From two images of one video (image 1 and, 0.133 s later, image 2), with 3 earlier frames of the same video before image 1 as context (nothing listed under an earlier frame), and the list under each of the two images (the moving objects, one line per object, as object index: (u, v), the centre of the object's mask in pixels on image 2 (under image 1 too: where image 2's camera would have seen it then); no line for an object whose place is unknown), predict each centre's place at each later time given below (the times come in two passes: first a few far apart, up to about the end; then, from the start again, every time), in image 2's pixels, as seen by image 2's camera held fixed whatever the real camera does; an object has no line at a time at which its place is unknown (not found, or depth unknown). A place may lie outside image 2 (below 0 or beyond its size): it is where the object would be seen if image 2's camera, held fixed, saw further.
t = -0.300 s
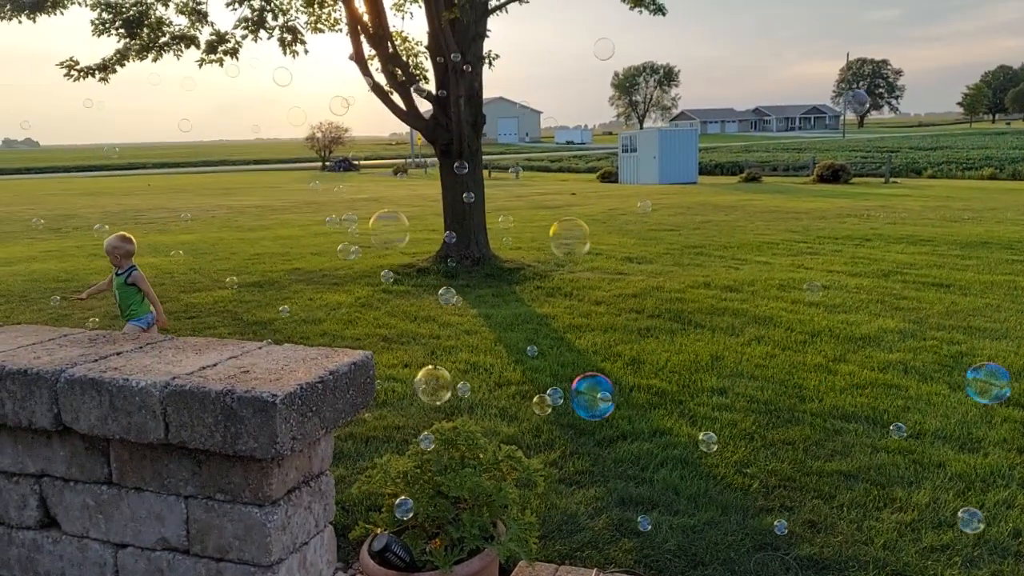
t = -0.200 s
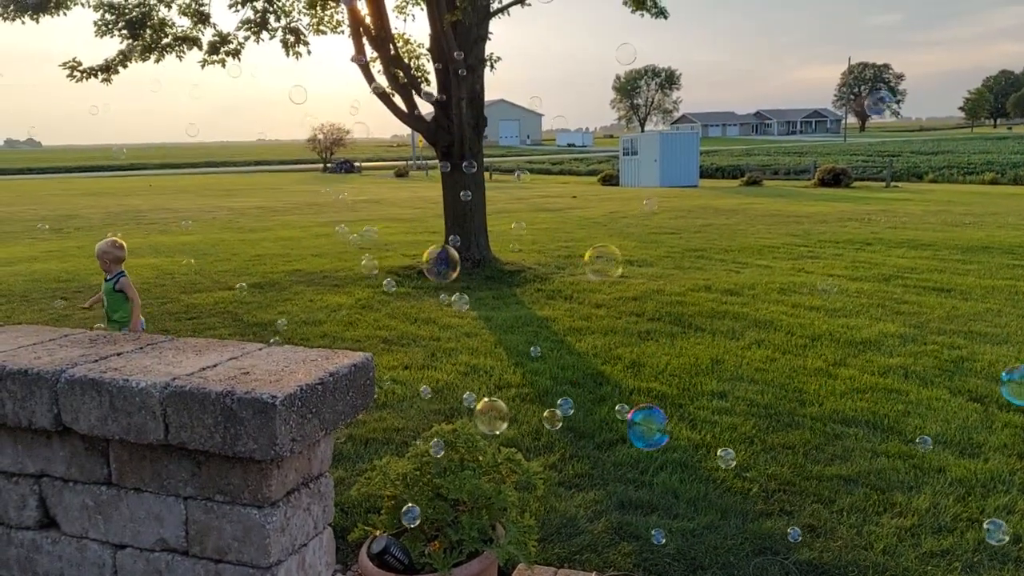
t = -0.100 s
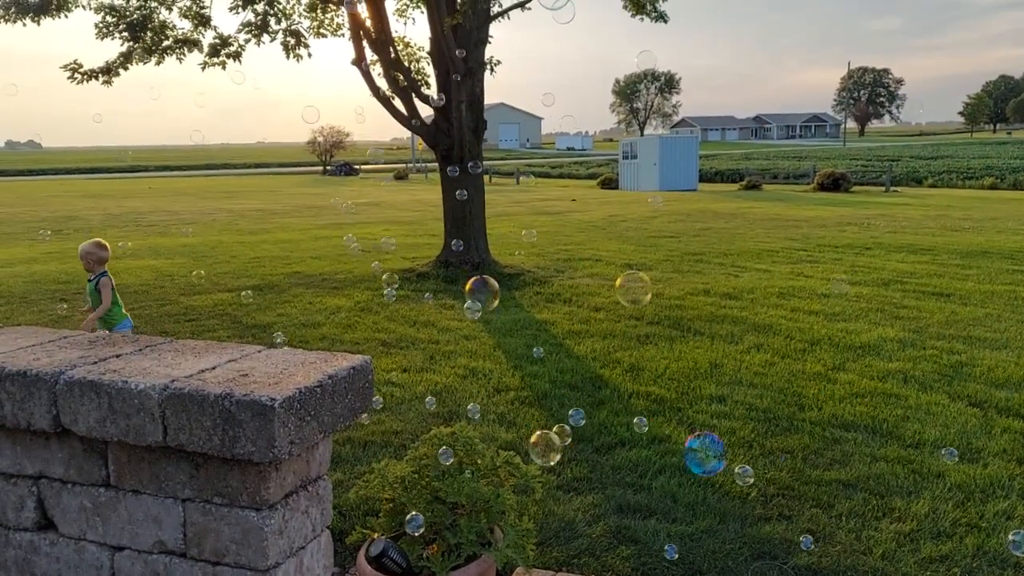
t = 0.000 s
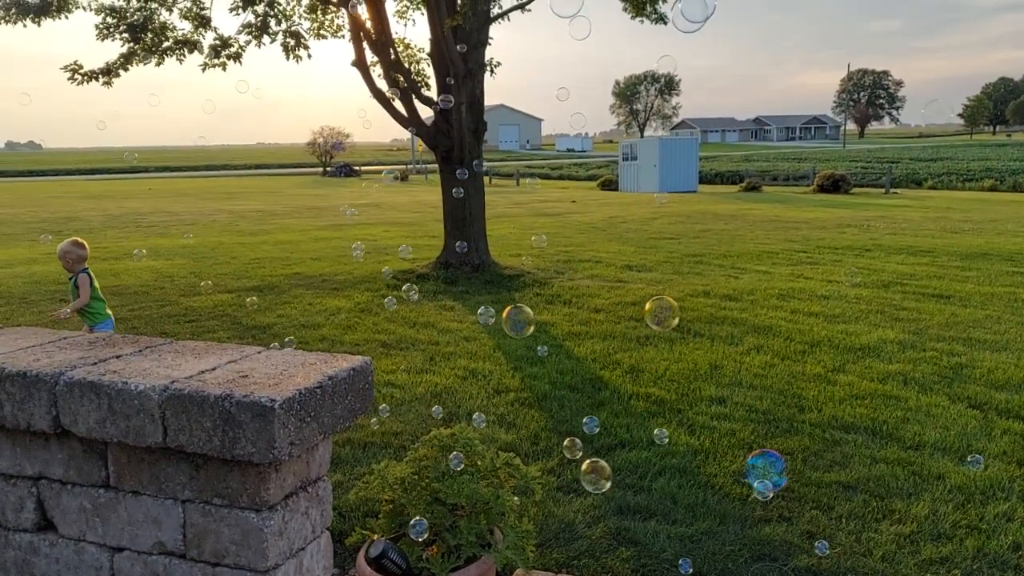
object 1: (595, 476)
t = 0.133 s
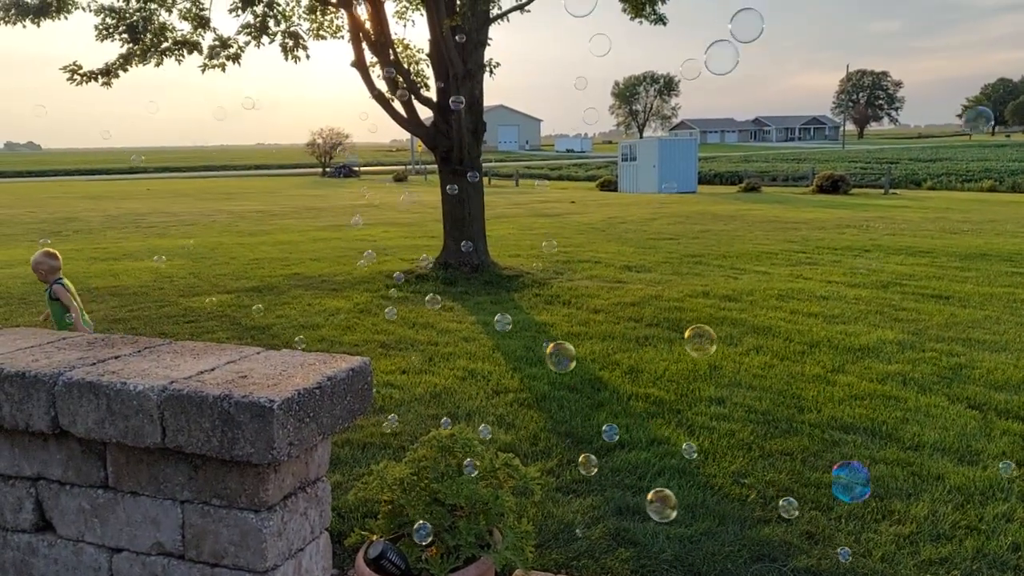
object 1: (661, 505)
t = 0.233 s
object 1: (712, 521)
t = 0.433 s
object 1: (813, 537)
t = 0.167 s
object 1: (678, 510)
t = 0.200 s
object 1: (695, 516)
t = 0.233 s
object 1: (712, 521)
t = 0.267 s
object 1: (729, 524)
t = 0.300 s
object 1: (746, 528)
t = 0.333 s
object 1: (763, 531)
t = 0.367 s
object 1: (779, 533)
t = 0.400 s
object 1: (796, 536)
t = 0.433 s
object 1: (813, 537)
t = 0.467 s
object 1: (828, 539)
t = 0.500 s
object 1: (844, 540)
